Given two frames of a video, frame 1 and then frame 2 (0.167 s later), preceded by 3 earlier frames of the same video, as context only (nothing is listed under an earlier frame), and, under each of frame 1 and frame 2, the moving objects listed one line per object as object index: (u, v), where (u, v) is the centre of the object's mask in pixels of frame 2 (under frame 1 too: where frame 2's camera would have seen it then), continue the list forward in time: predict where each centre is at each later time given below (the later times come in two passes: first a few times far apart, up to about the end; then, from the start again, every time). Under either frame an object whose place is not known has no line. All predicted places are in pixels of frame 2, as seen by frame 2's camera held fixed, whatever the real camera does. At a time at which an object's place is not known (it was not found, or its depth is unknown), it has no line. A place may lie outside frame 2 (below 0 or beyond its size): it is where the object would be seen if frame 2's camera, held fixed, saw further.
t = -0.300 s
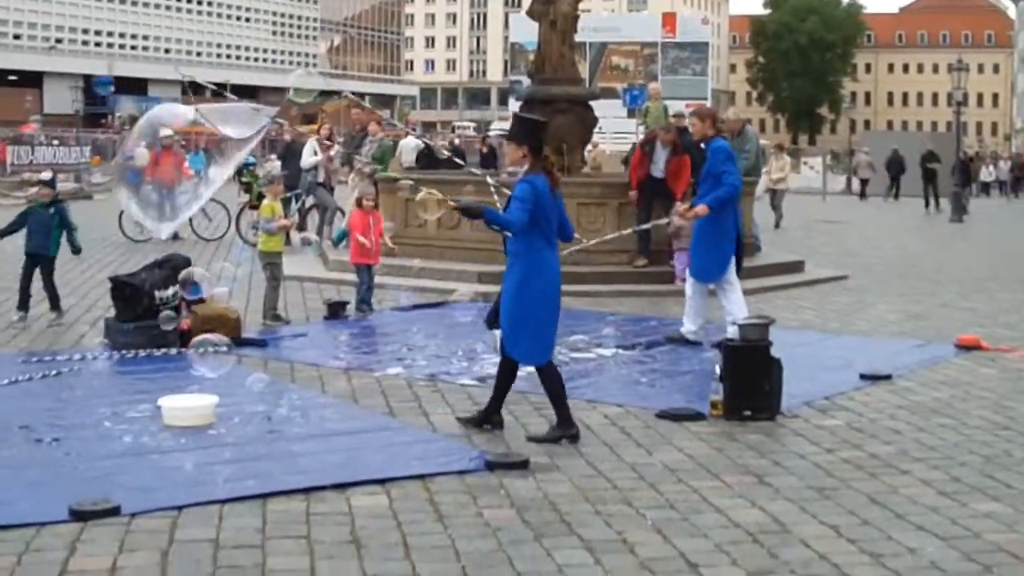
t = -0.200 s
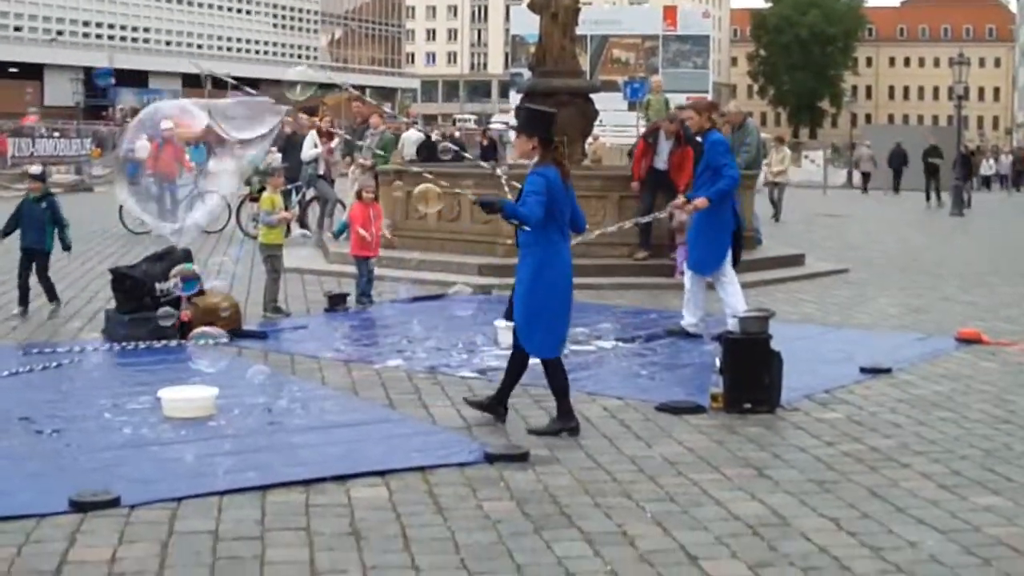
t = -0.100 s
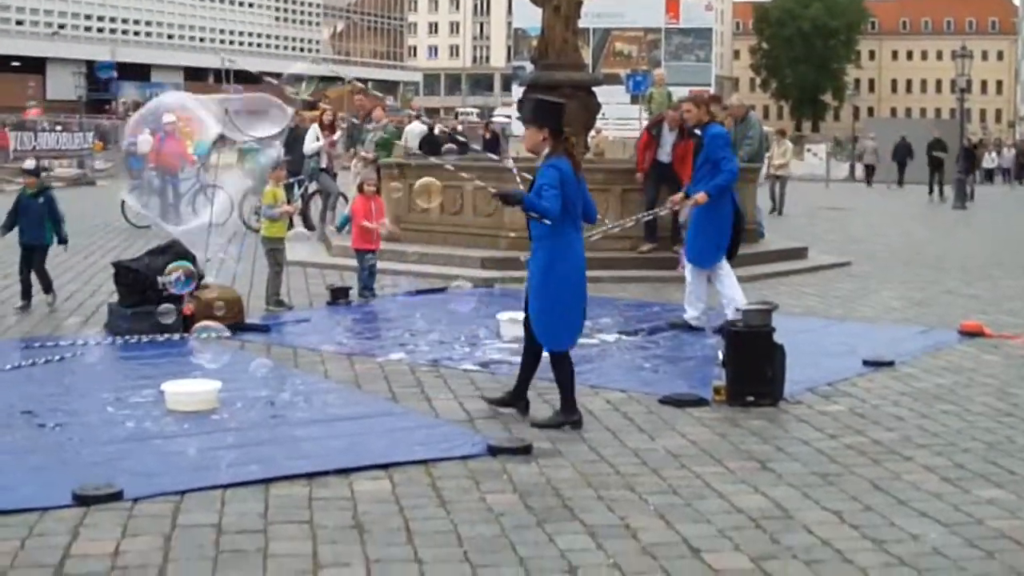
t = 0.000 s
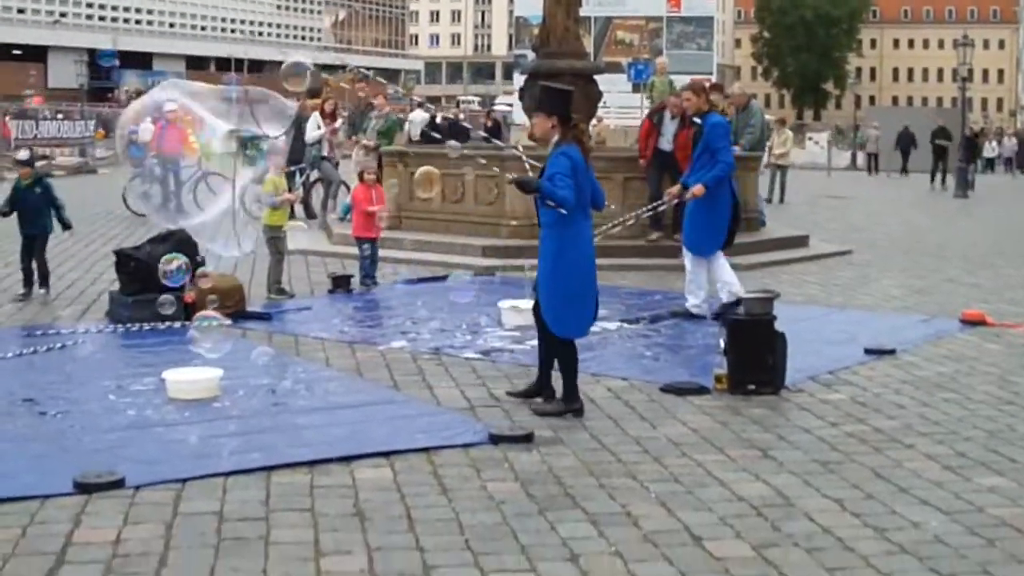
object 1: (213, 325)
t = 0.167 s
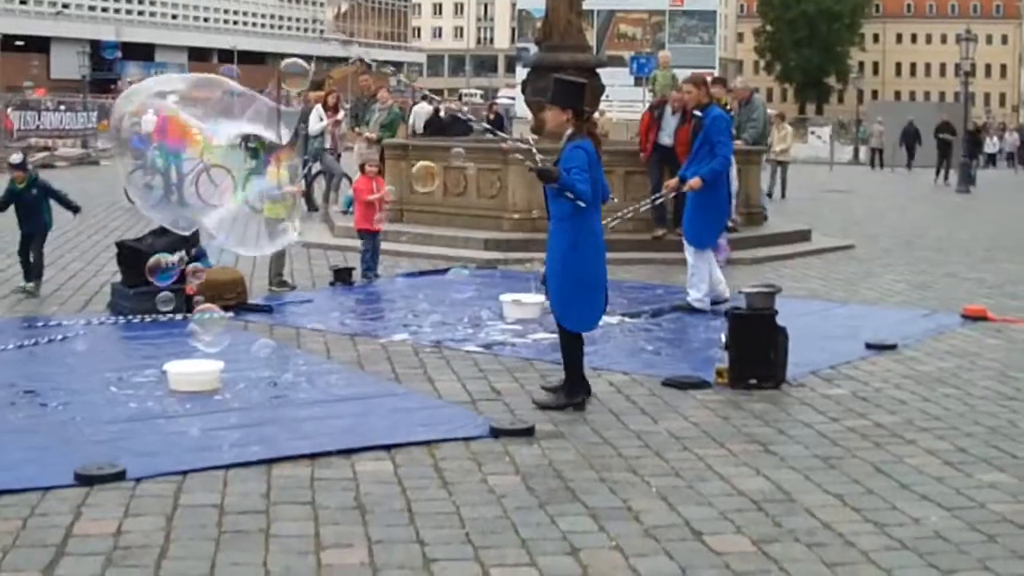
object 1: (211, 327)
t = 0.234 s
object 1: (209, 328)
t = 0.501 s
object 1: (208, 332)
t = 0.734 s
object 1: (208, 336)
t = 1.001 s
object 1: (201, 340)
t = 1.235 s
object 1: (199, 342)
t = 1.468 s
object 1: (199, 344)
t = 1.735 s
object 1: (194, 348)
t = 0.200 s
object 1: (210, 327)
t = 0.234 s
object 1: (209, 328)
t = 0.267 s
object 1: (210, 328)
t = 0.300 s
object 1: (209, 329)
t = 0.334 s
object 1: (209, 330)
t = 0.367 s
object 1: (209, 330)
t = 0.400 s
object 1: (208, 331)
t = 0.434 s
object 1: (208, 332)
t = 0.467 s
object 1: (208, 332)
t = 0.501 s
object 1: (208, 332)
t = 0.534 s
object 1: (207, 333)
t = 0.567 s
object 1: (208, 333)
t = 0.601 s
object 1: (208, 334)
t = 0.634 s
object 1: (206, 335)
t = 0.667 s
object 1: (207, 335)
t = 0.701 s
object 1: (207, 335)
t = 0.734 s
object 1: (208, 336)
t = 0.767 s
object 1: (207, 336)
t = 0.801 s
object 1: (208, 336)
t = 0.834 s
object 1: (203, 338)
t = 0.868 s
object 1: (203, 338)
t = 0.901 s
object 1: (202, 339)
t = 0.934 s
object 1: (202, 339)
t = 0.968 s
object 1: (201, 340)
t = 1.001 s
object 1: (201, 340)
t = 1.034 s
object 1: (201, 341)
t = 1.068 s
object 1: (200, 341)
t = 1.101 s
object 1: (200, 341)
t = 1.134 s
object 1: (200, 342)
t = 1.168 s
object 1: (199, 342)
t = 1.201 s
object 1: (198, 342)
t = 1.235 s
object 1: (199, 342)
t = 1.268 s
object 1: (199, 342)
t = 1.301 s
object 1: (200, 342)
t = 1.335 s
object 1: (200, 343)
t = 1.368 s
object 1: (199, 344)
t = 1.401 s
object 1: (198, 344)
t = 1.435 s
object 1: (199, 344)
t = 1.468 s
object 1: (199, 344)
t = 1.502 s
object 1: (197, 345)
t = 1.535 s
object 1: (197, 345)
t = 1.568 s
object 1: (197, 346)
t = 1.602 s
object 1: (196, 346)
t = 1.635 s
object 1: (195, 347)
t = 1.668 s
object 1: (194, 347)
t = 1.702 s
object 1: (194, 348)
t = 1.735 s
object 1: (194, 348)
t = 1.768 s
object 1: (194, 348)
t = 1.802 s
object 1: (194, 348)
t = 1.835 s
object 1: (195, 348)
